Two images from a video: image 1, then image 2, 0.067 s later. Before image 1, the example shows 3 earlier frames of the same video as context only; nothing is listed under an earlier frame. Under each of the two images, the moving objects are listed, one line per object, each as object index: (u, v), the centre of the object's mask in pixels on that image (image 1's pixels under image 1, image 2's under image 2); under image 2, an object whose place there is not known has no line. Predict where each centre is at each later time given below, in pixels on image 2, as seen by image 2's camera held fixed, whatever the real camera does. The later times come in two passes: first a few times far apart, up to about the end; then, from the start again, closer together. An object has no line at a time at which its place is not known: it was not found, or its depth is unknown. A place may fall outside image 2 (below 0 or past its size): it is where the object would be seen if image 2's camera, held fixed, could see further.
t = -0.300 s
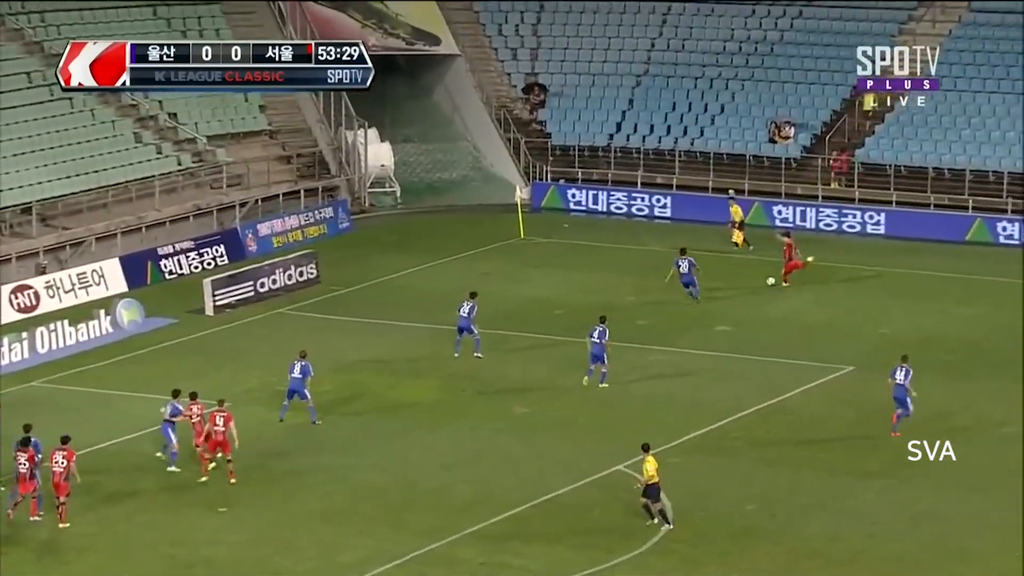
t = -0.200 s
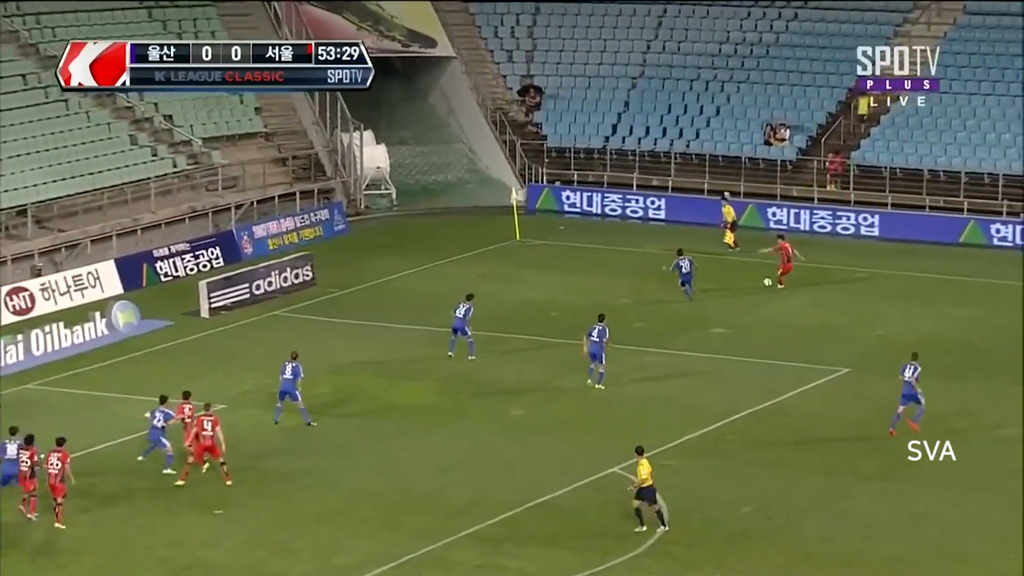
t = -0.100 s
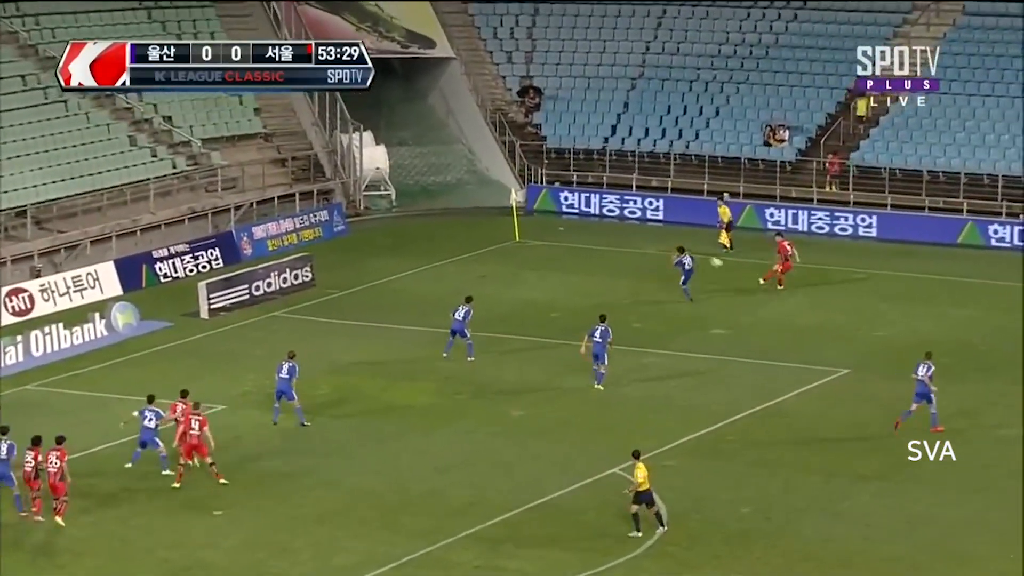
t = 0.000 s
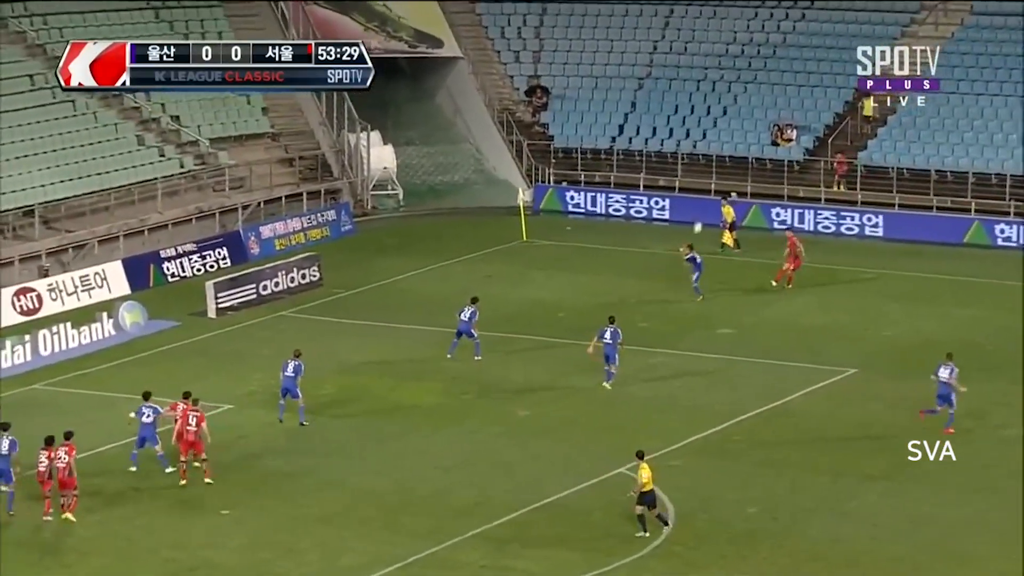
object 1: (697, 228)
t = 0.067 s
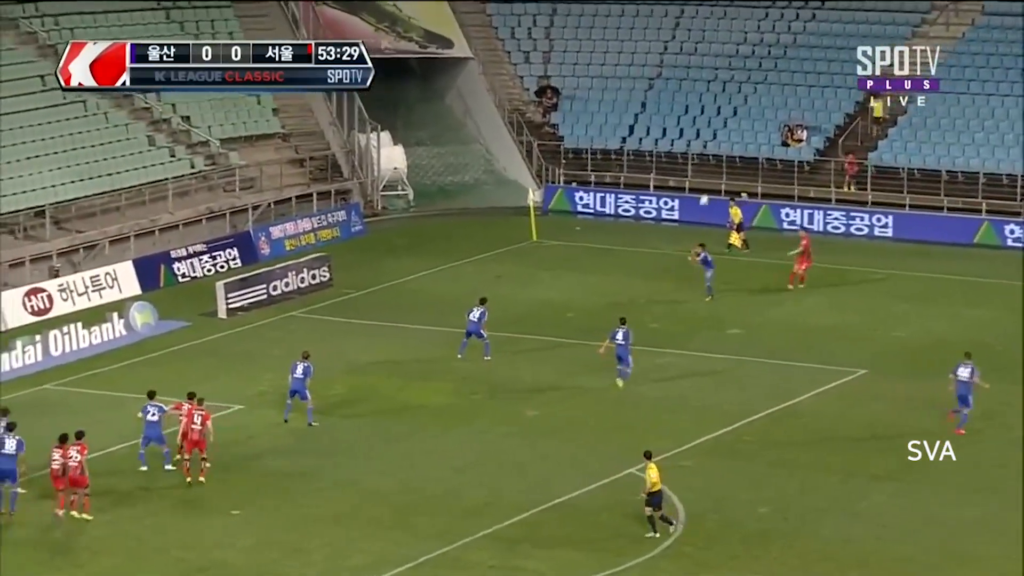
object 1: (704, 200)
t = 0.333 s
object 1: (685, 109)
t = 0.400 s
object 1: (680, 92)
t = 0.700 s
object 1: (653, 37)
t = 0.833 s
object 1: (640, 26)
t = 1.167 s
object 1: (604, 36)
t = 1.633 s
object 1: (549, 143)
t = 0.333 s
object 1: (685, 109)
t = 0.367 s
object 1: (683, 100)
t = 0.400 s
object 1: (680, 92)
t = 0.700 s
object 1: (653, 37)
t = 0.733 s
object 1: (651, 34)
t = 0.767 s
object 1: (647, 31)
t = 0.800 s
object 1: (643, 28)
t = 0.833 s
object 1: (640, 26)
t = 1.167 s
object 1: (604, 36)
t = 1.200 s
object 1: (600, 41)
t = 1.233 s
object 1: (596, 45)
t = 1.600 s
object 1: (552, 132)
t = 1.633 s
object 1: (549, 143)
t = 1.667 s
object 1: (545, 155)
